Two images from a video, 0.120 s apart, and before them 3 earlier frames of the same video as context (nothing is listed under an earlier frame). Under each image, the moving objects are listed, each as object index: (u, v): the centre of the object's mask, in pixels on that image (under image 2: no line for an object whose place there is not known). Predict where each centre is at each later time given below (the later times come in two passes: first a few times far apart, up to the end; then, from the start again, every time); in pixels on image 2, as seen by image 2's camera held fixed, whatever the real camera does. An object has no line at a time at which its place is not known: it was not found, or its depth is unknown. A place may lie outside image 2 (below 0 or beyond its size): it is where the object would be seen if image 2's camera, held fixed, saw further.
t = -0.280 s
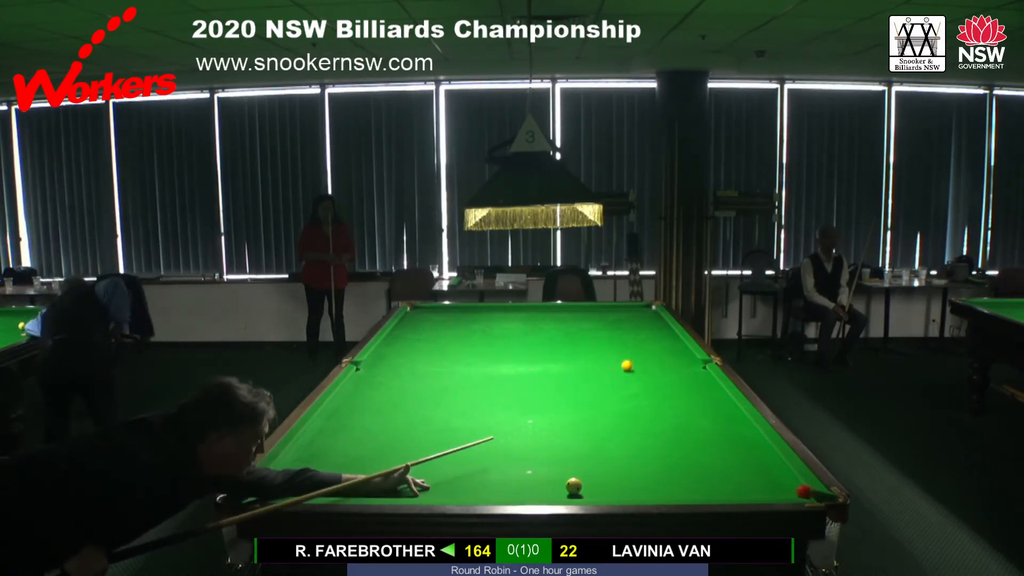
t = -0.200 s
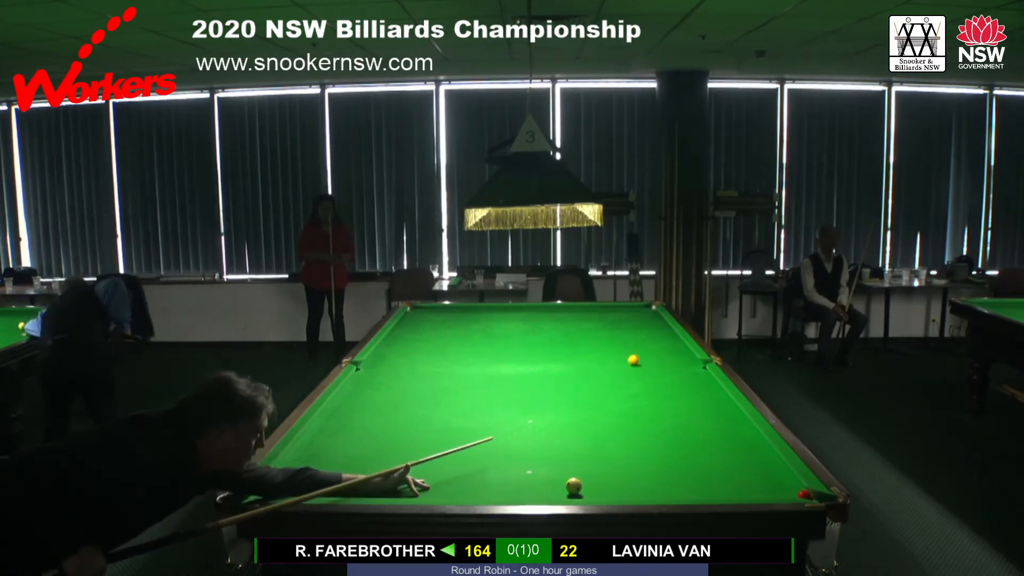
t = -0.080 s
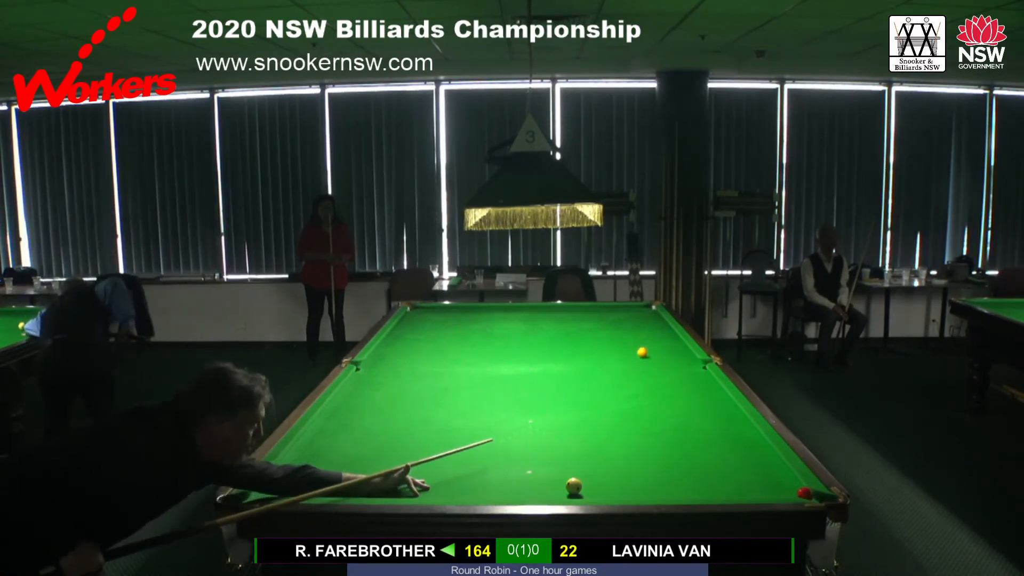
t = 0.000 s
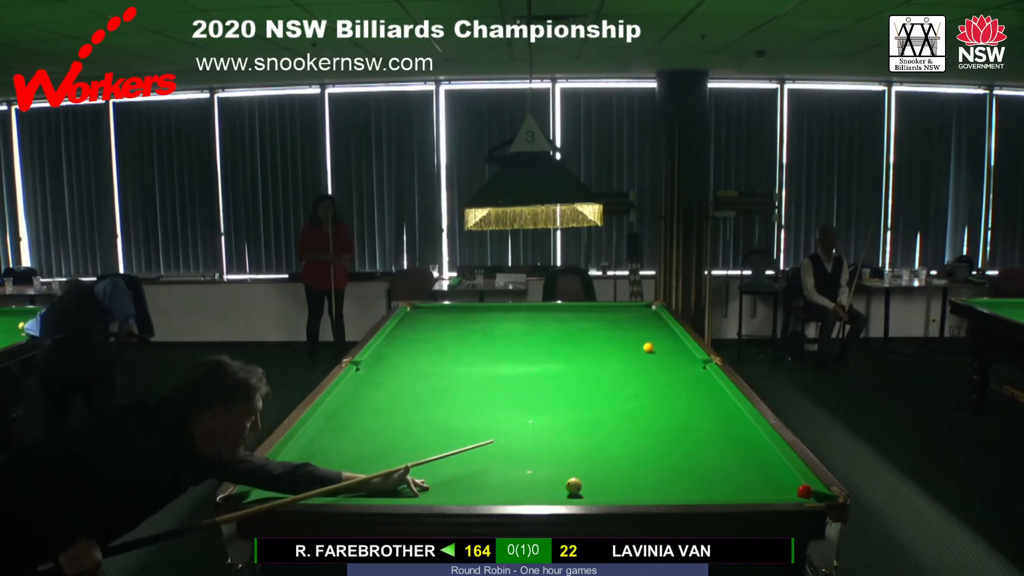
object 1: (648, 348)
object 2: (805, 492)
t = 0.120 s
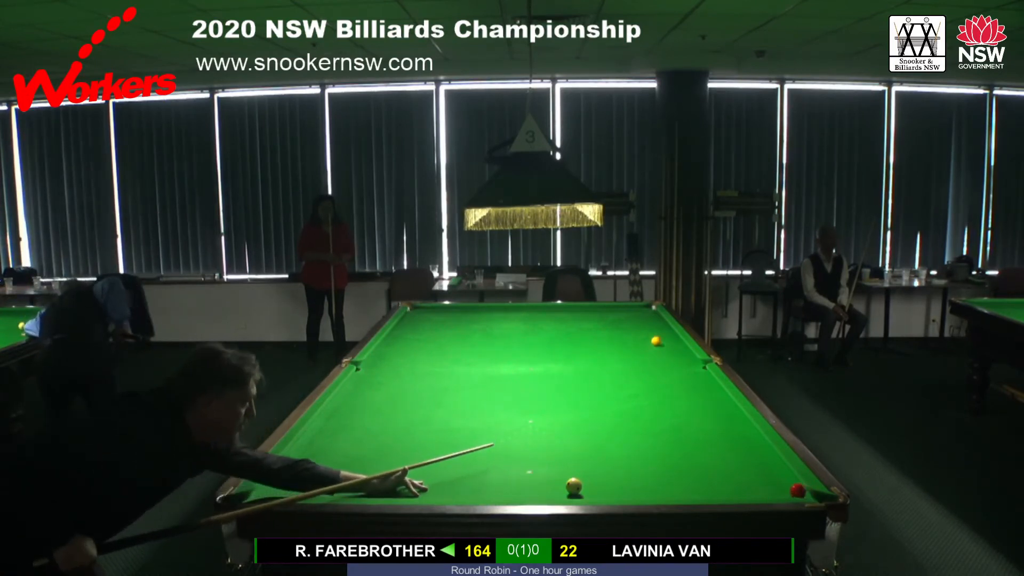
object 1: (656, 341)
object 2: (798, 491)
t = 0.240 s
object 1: (663, 335)
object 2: (791, 490)
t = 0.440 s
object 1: (662, 325)
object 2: (781, 489)
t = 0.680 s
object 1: (641, 316)
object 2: (771, 488)
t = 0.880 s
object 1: (625, 309)
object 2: (764, 487)
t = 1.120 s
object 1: (608, 308)
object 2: (757, 486)
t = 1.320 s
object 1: (594, 312)
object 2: (752, 486)
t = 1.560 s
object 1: (577, 318)
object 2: (749, 485)
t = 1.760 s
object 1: (562, 323)
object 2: (747, 485)
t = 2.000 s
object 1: (543, 329)
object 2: (747, 485)
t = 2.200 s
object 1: (527, 334)
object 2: (747, 485)
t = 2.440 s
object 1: (507, 341)
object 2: (747, 485)
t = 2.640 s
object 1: (490, 347)
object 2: (747, 485)
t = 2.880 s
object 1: (468, 354)
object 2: (747, 484)
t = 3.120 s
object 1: (446, 361)
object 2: (747, 484)
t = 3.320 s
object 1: (427, 368)
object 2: (747, 484)
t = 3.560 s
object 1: (403, 375)
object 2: (747, 484)
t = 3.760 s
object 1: (383, 382)
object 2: (747, 484)
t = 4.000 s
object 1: (357, 391)
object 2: (747, 484)
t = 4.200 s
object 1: (339, 398)
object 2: (747, 484)
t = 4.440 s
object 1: (344, 404)
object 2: (747, 484)
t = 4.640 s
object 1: (349, 410)
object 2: (747, 484)
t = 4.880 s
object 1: (355, 417)
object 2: (747, 484)
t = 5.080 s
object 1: (360, 422)
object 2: (747, 484)
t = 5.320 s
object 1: (365, 429)
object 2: (747, 484)
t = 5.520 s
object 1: (371, 434)
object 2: (747, 484)
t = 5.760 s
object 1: (377, 441)
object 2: (747, 484)
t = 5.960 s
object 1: (382, 446)
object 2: (747, 484)
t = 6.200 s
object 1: (388, 451)
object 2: (747, 484)
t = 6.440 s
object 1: (393, 457)
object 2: (747, 484)
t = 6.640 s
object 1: (398, 461)
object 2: (747, 484)
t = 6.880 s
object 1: (402, 466)
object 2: (747, 484)
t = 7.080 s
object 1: (406, 469)
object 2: (747, 484)
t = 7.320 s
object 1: (409, 473)
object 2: (747, 484)
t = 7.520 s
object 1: (412, 476)
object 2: (747, 484)
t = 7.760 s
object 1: (414, 479)
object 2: (747, 484)
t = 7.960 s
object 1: (416, 481)
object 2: (747, 484)
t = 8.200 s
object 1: (417, 483)
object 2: (747, 485)
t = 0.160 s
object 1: (658, 339)
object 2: (795, 490)
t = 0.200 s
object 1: (661, 337)
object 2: (793, 490)
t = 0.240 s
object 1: (663, 335)
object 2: (791, 490)
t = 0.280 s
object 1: (665, 333)
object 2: (789, 489)
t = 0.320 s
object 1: (668, 331)
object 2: (787, 489)
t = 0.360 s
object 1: (669, 329)
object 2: (784, 489)
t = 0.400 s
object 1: (665, 327)
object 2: (783, 489)
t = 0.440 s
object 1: (662, 325)
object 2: (781, 489)
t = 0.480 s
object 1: (658, 324)
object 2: (779, 489)
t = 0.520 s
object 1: (654, 322)
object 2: (777, 488)
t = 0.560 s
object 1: (651, 320)
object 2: (776, 488)
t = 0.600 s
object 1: (647, 319)
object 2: (774, 488)
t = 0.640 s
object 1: (644, 318)
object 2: (773, 488)
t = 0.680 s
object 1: (641, 316)
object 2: (771, 488)
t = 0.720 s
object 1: (637, 315)
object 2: (769, 488)
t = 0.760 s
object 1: (634, 314)
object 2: (768, 487)
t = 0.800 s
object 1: (631, 312)
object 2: (766, 487)
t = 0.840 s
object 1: (628, 311)
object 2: (765, 487)
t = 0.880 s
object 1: (625, 309)
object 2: (764, 487)
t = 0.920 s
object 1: (622, 308)
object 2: (762, 487)
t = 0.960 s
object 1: (619, 307)
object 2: (761, 486)
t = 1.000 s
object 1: (617, 306)
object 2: (760, 486)
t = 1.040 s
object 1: (614, 306)
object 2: (759, 486)
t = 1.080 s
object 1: (611, 307)
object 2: (758, 486)
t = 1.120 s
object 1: (608, 308)
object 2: (757, 486)
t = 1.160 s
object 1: (605, 309)
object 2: (756, 486)
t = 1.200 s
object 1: (603, 310)
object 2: (755, 486)
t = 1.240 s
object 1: (600, 311)
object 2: (754, 486)
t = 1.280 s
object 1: (597, 311)
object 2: (753, 486)
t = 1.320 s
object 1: (594, 312)
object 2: (752, 486)
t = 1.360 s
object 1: (591, 313)
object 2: (751, 486)
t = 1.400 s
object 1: (589, 314)
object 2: (751, 485)
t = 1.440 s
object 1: (585, 315)
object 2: (750, 485)
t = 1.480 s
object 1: (583, 316)
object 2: (750, 485)
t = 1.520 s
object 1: (580, 317)
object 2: (749, 485)
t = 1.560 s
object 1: (577, 318)
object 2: (749, 485)
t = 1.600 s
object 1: (574, 319)
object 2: (748, 485)
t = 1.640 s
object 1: (570, 320)
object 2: (748, 485)
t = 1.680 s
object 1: (568, 321)
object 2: (747, 485)
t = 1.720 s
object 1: (565, 322)
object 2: (747, 485)
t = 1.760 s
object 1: (562, 323)
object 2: (747, 485)
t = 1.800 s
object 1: (559, 324)
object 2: (747, 485)
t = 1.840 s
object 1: (555, 325)
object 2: (747, 485)
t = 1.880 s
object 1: (553, 326)
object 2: (747, 485)
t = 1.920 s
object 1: (550, 327)
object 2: (747, 485)
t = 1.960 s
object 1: (546, 328)
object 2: (747, 485)
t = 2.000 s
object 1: (543, 329)
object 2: (747, 485)
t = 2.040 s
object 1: (540, 330)
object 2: (747, 485)
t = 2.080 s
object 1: (537, 331)
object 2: (747, 485)
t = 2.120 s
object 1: (534, 332)
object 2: (747, 485)
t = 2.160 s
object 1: (530, 333)
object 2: (747, 485)
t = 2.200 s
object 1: (527, 334)
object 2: (747, 485)
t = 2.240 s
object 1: (524, 335)
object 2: (747, 485)
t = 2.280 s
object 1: (521, 336)
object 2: (747, 485)
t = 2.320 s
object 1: (517, 337)
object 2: (747, 485)
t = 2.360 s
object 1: (514, 339)
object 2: (747, 485)
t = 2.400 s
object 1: (510, 340)
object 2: (747, 485)
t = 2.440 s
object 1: (507, 341)
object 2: (747, 485)
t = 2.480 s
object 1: (504, 342)
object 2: (747, 485)
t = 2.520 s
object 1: (500, 343)
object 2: (747, 485)
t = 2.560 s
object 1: (497, 344)
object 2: (747, 485)
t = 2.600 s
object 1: (493, 345)
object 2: (747, 485)
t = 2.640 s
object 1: (490, 347)
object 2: (747, 485)
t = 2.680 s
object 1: (486, 348)
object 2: (747, 485)
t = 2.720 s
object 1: (482, 349)
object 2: (747, 485)
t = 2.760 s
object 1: (479, 350)
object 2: (747, 485)
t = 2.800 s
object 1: (475, 351)
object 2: (747, 485)
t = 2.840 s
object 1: (472, 352)
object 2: (747, 484)
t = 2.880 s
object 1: (468, 354)
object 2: (747, 484)
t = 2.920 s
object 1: (464, 355)
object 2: (747, 484)
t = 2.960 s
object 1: (461, 356)
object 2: (747, 484)
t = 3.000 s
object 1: (457, 357)
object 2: (747, 484)
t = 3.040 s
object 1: (453, 359)
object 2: (747, 484)
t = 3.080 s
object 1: (449, 360)
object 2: (747, 484)
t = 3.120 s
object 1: (446, 361)
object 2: (747, 484)
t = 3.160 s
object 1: (442, 362)
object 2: (747, 484)
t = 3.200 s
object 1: (438, 364)
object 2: (747, 484)
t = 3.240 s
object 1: (434, 365)
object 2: (747, 484)
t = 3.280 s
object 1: (430, 366)
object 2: (747, 484)
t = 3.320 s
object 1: (427, 368)
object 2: (747, 484)
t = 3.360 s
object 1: (423, 369)
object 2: (747, 484)
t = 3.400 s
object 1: (419, 370)
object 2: (747, 484)
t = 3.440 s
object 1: (415, 371)
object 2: (747, 484)
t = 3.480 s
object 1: (411, 372)
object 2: (747, 484)
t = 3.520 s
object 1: (407, 374)
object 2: (747, 484)
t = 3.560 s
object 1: (403, 375)
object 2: (747, 484)
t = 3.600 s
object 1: (399, 377)
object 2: (747, 484)
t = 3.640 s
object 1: (395, 378)
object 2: (747, 484)
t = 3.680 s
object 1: (391, 380)
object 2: (747, 484)
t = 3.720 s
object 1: (387, 381)
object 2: (747, 484)
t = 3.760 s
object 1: (383, 382)
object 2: (747, 484)
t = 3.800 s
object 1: (378, 384)
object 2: (747, 484)
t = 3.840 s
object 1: (374, 385)
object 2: (747, 484)
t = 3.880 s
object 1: (370, 386)
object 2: (747, 484)
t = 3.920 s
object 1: (366, 388)
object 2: (747, 484)
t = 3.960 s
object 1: (362, 389)
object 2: (747, 484)
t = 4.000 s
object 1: (357, 391)
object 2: (747, 484)
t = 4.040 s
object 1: (353, 392)
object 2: (747, 484)
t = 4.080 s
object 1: (349, 393)
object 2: (747, 484)
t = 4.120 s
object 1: (345, 395)
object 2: (747, 484)
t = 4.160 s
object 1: (340, 396)
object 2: (747, 484)
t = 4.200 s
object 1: (339, 398)
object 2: (747, 484)
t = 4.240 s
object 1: (339, 399)
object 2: (747, 484)
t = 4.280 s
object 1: (340, 400)
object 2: (747, 484)
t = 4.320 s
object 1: (341, 401)
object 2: (747, 484)
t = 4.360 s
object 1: (342, 402)
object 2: (747, 484)
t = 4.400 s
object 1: (343, 403)
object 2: (747, 484)
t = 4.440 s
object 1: (344, 404)
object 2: (747, 484)
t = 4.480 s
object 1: (345, 406)
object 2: (747, 484)
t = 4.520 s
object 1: (346, 407)
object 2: (747, 484)
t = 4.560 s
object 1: (347, 408)
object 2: (747, 484)
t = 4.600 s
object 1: (348, 409)
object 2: (747, 484)
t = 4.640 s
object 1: (349, 410)
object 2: (747, 484)
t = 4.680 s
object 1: (350, 411)
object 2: (747, 484)
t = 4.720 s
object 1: (351, 412)
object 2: (747, 484)
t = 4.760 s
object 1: (352, 414)
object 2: (747, 484)
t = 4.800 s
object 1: (353, 415)
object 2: (747, 484)
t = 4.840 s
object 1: (354, 416)
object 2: (747, 484)
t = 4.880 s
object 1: (355, 417)
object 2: (747, 484)
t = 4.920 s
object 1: (356, 418)
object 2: (747, 484)
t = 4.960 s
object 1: (357, 419)
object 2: (747, 484)
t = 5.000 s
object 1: (358, 420)
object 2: (747, 484)
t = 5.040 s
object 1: (359, 421)
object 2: (747, 484)
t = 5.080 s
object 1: (360, 422)
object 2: (747, 484)
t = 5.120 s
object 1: (361, 424)
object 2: (747, 484)
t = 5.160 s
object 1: (362, 425)
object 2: (747, 484)
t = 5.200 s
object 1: (363, 426)
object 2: (747, 484)
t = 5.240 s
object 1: (364, 427)
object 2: (747, 484)
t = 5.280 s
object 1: (365, 428)
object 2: (747, 484)
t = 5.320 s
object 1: (365, 429)
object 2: (747, 484)
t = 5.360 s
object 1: (367, 430)
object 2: (747, 484)
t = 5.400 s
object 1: (367, 431)
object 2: (747, 484)
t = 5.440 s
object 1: (369, 432)
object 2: (747, 484)
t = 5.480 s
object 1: (370, 433)
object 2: (747, 484)
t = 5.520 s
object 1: (371, 434)
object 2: (747, 484)
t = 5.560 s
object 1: (372, 435)
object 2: (747, 484)
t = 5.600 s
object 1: (373, 436)
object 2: (747, 484)
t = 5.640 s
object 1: (374, 438)
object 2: (747, 484)
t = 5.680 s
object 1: (375, 439)
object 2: (747, 484)
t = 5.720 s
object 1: (376, 440)
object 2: (747, 484)
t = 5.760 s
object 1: (377, 441)
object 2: (747, 484)
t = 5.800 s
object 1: (378, 442)
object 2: (747, 484)
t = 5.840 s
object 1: (379, 442)
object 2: (747, 484)
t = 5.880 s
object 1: (380, 443)
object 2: (747, 484)
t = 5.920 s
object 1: (381, 445)
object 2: (747, 484)
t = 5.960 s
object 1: (382, 446)
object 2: (747, 484)
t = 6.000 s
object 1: (383, 446)
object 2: (747, 484)
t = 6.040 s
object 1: (384, 448)
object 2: (747, 484)
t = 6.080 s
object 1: (385, 449)
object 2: (747, 484)
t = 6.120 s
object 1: (386, 450)
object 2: (747, 484)
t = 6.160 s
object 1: (387, 450)
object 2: (747, 484)
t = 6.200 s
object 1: (388, 451)
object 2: (747, 484)
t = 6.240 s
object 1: (389, 452)
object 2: (747, 484)
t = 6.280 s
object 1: (390, 453)
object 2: (747, 484)
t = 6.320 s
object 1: (391, 454)
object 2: (747, 484)
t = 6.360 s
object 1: (392, 455)
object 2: (747, 484)
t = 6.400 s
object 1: (393, 456)
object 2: (747, 484)
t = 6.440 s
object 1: (393, 457)
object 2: (747, 484)
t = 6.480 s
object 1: (394, 458)
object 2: (747, 484)
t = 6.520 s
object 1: (395, 459)
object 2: (747, 484)
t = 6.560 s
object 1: (396, 460)
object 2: (747, 484)
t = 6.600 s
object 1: (397, 460)
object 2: (747, 484)
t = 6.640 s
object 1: (398, 461)
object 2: (747, 484)
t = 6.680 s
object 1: (398, 462)
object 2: (747, 484)
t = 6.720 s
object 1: (399, 463)
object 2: (747, 484)
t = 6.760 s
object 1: (400, 464)
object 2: (747, 484)
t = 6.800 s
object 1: (401, 465)
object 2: (747, 484)
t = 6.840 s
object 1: (401, 465)
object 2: (747, 484)
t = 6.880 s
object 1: (402, 466)
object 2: (747, 484)
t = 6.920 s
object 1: (403, 467)
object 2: (747, 484)
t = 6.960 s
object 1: (404, 467)
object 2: (747, 484)
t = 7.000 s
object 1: (404, 468)
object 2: (747, 484)
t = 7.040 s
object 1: (405, 469)
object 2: (747, 484)
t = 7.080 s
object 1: (406, 469)
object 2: (747, 484)
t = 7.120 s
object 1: (406, 470)
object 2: (747, 484)
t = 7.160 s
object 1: (407, 471)
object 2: (747, 484)
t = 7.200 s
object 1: (407, 471)
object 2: (747, 484)
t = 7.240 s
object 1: (408, 472)
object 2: (747, 484)
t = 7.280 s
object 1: (409, 472)
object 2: (747, 484)
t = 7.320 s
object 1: (409, 473)
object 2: (747, 484)
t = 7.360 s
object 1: (409, 474)
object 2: (747, 484)
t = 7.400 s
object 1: (410, 475)
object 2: (747, 484)
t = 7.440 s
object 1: (411, 475)
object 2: (747, 484)
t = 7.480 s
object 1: (411, 476)
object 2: (747, 484)
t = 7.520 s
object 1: (412, 476)
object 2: (747, 484)
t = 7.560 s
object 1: (412, 477)
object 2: (747, 484)
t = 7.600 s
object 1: (412, 477)
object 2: (747, 484)
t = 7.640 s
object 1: (413, 478)
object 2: (747, 484)
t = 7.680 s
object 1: (413, 478)
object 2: (747, 484)
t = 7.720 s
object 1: (414, 478)
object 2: (747, 484)
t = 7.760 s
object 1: (414, 479)
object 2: (747, 484)
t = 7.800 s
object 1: (414, 479)
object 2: (747, 484)
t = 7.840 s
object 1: (415, 480)
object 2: (747, 484)
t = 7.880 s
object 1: (415, 480)
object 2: (747, 484)
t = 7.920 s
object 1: (416, 480)
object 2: (747, 484)
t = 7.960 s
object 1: (416, 481)
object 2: (747, 484)
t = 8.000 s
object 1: (416, 481)
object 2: (747, 485)
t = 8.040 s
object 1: (416, 481)
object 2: (747, 484)
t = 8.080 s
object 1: (417, 482)
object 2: (747, 484)
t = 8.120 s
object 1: (417, 482)
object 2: (747, 484)
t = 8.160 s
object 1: (417, 482)
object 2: (747, 485)
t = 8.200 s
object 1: (417, 483)
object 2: (747, 485)
